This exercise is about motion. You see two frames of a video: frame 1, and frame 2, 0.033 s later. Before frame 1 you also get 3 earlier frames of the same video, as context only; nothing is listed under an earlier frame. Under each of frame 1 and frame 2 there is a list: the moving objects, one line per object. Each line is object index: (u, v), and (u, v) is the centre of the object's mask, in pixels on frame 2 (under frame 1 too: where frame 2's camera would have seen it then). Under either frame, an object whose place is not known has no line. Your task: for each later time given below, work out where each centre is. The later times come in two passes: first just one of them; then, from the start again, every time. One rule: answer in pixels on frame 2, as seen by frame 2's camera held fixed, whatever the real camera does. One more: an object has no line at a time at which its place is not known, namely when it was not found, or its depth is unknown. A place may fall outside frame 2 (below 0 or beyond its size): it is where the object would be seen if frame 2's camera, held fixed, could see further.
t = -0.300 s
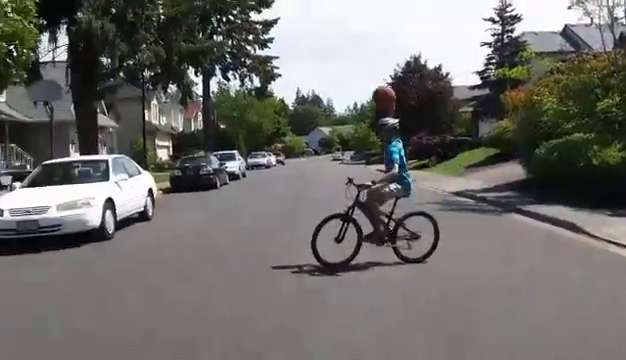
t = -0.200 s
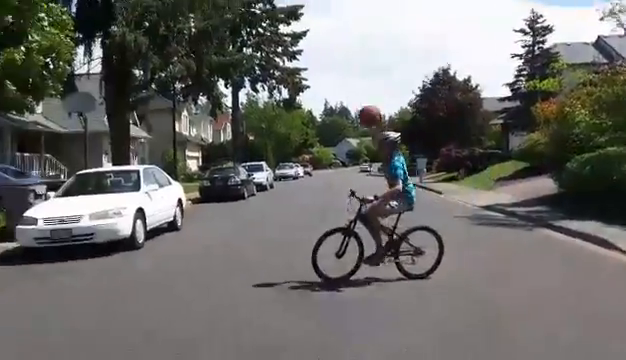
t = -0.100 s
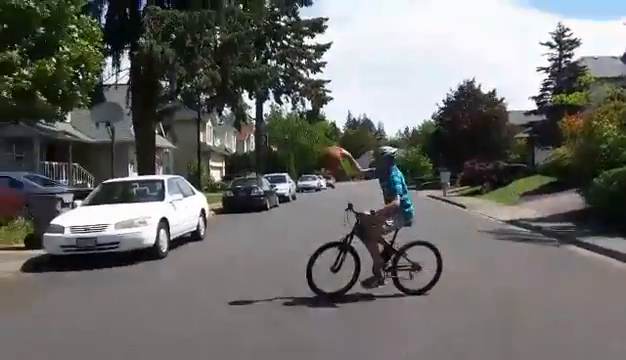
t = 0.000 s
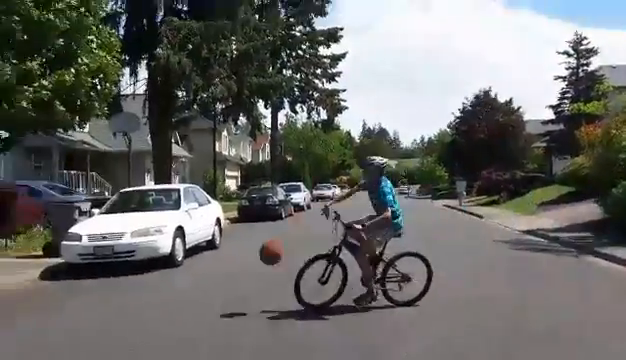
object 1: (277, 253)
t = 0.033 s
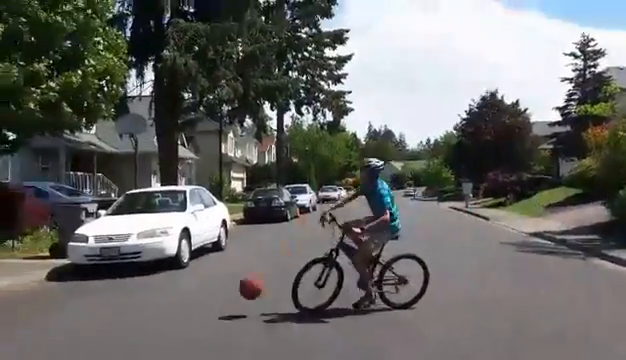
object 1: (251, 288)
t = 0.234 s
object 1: (175, 189)
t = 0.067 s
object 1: (230, 302)
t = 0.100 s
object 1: (219, 277)
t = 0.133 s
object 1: (208, 255)
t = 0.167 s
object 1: (198, 231)
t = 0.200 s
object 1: (186, 212)
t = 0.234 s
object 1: (175, 189)
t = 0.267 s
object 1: (165, 169)
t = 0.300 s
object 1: (153, 150)
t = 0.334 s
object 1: (143, 133)
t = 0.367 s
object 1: (127, 116)
